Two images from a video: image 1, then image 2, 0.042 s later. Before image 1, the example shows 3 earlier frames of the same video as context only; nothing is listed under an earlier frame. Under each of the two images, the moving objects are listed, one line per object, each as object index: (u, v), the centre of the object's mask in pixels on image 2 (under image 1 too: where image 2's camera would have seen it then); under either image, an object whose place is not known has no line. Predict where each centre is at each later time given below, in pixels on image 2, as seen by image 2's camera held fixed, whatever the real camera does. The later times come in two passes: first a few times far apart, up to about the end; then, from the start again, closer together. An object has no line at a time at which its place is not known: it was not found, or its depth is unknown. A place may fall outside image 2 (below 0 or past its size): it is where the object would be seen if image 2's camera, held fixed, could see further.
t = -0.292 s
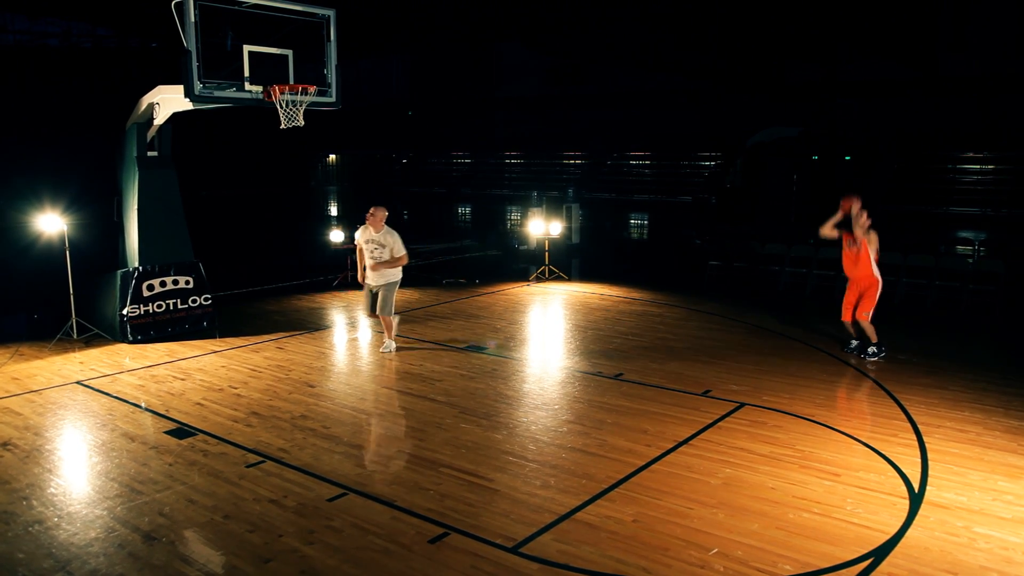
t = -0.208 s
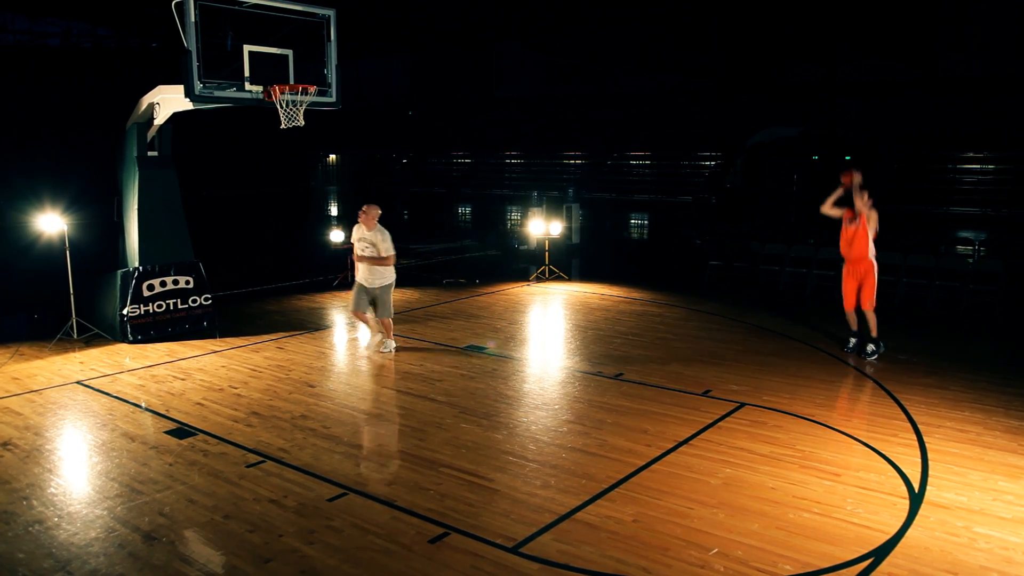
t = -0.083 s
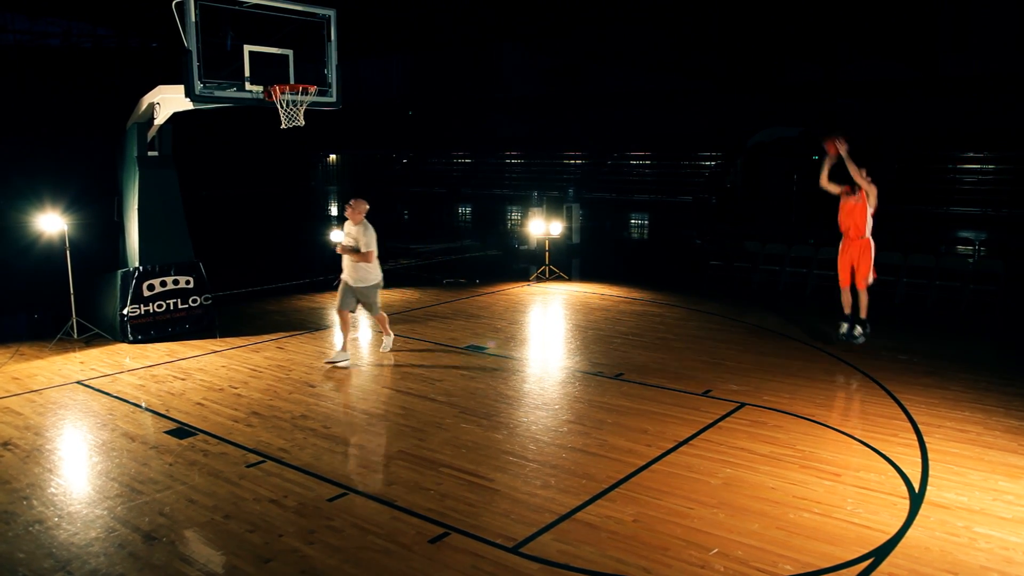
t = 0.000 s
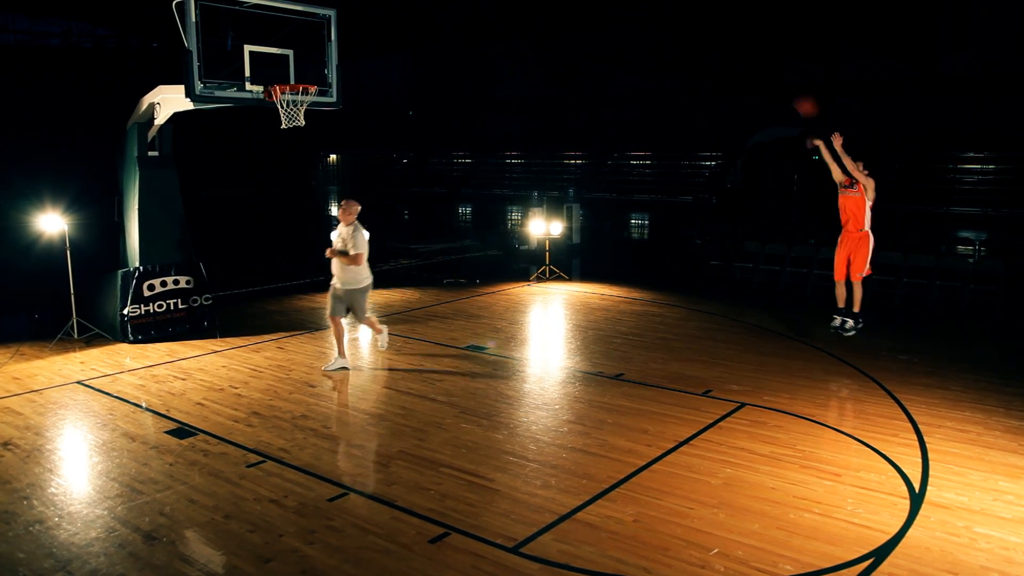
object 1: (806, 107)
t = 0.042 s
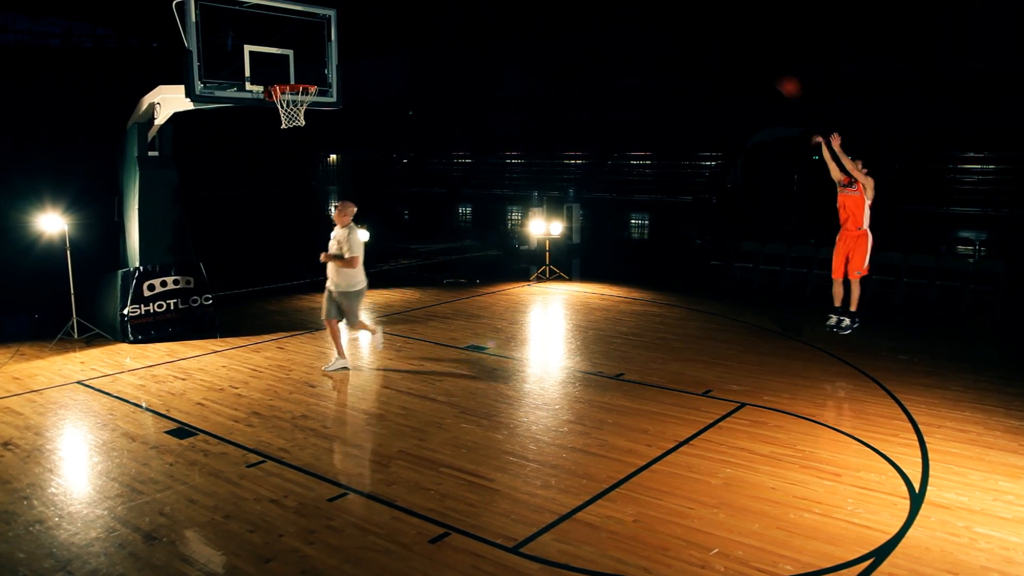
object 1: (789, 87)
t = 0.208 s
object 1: (718, 22)
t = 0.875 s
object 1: (403, 6)
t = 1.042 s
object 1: (323, 66)
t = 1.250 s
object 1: (268, 103)
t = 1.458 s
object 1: (257, 122)
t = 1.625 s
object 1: (251, 167)
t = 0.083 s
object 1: (772, 69)
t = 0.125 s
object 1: (754, 52)
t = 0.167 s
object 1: (736, 36)
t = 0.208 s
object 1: (718, 22)
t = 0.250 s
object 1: (699, 9)
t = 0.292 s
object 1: (680, 3)
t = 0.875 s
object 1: (403, 6)
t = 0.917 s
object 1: (384, 16)
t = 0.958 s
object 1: (364, 31)
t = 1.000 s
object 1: (344, 47)
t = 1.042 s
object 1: (323, 66)
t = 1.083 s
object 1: (306, 80)
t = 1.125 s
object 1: (273, 107)
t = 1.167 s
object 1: (272, 107)
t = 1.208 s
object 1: (270, 104)
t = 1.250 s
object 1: (268, 103)
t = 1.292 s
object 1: (266, 103)
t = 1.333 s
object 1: (264, 105)
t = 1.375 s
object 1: (261, 109)
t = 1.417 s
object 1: (259, 114)
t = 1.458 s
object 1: (257, 122)
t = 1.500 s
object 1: (255, 131)
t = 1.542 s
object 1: (254, 141)
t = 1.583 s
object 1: (252, 153)
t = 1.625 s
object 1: (251, 167)
